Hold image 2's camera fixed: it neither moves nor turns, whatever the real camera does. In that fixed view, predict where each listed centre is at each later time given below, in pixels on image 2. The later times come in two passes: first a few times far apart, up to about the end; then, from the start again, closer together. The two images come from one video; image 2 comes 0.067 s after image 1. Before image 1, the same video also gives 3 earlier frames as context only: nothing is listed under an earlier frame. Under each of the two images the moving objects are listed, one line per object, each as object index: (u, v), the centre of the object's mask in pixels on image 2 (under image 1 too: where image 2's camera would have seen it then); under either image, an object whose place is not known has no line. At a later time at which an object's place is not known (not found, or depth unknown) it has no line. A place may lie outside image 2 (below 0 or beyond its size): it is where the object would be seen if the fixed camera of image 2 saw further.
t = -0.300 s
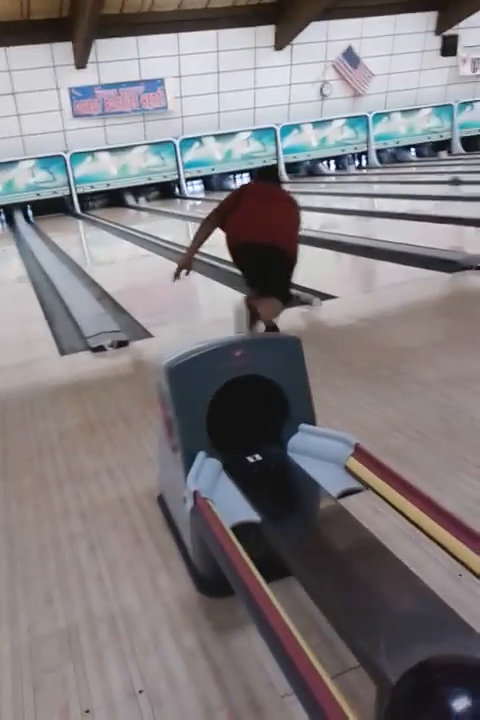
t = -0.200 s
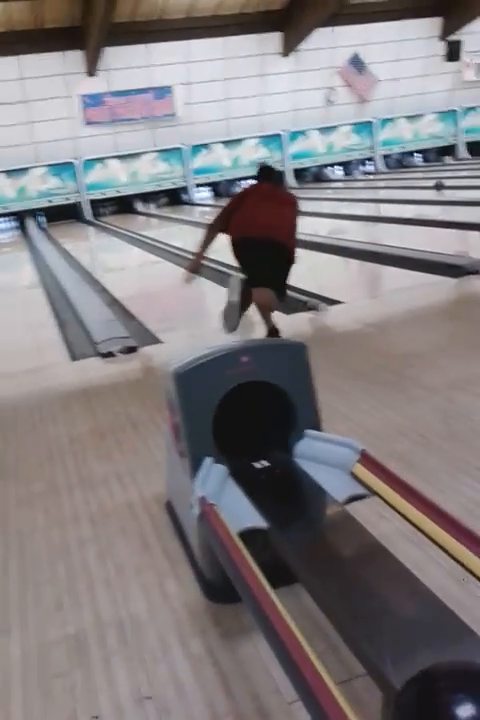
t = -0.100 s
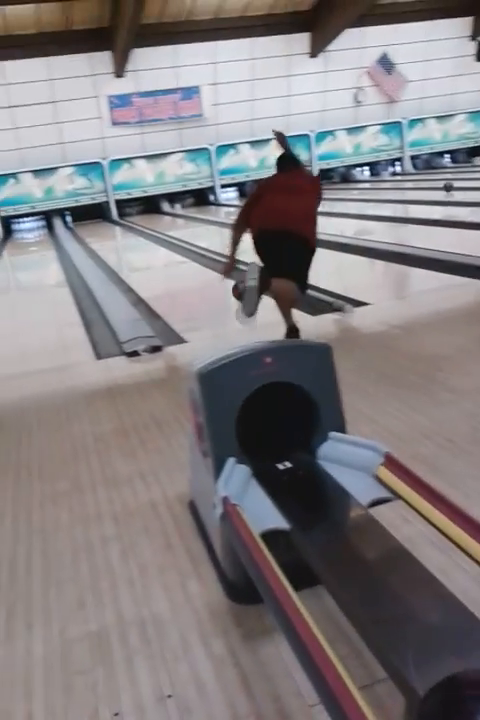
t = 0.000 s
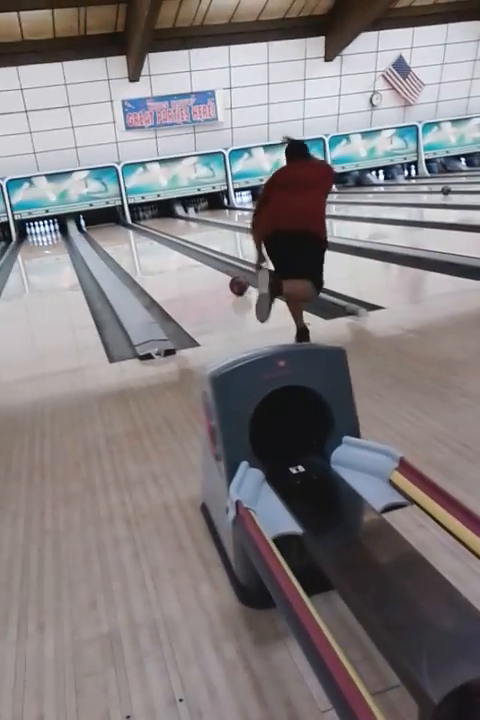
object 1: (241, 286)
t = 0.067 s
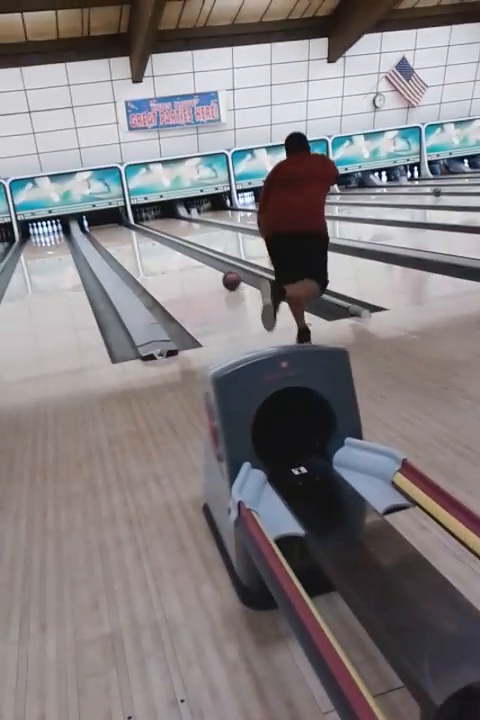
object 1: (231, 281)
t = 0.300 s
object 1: (203, 266)
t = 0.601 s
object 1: (178, 253)
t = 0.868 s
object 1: (162, 246)
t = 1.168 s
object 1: (147, 238)
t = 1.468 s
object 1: (135, 233)
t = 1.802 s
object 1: (124, 229)
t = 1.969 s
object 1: (119, 227)
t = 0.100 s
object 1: (226, 278)
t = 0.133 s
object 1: (222, 276)
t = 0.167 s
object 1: (218, 274)
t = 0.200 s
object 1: (214, 272)
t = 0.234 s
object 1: (210, 270)
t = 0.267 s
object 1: (207, 268)
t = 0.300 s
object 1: (203, 266)
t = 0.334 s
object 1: (200, 264)
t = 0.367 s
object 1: (197, 263)
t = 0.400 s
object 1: (194, 261)
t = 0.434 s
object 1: (191, 260)
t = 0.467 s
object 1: (188, 259)
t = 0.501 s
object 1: (186, 258)
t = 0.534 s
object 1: (183, 256)
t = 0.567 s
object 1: (181, 255)
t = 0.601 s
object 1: (178, 253)
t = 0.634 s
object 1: (176, 252)
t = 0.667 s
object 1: (173, 251)
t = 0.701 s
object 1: (171, 250)
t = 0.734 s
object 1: (170, 249)
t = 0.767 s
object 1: (168, 248)
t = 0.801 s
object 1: (166, 247)
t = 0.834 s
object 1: (164, 247)
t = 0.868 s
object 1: (162, 246)
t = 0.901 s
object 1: (160, 245)
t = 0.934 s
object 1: (158, 244)
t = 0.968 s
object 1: (156, 243)
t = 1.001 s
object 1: (155, 242)
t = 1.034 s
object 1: (153, 241)
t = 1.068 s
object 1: (152, 240)
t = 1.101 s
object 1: (150, 239)
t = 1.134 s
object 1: (149, 239)
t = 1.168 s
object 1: (147, 238)
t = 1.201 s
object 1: (145, 237)
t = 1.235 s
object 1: (144, 237)
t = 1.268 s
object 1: (143, 236)
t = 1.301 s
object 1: (141, 235)
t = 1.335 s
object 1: (140, 235)
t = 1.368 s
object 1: (139, 235)
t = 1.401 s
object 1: (137, 234)
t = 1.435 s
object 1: (136, 234)
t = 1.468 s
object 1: (135, 233)
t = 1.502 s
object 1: (133, 232)
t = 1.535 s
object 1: (132, 232)
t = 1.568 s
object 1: (131, 232)
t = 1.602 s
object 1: (130, 231)
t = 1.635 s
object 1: (129, 230)
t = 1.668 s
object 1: (128, 231)
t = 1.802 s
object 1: (124, 229)
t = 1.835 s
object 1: (124, 228)
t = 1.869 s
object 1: (123, 228)
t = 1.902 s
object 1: (120, 228)
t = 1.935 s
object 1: (120, 228)
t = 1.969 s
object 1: (119, 227)
